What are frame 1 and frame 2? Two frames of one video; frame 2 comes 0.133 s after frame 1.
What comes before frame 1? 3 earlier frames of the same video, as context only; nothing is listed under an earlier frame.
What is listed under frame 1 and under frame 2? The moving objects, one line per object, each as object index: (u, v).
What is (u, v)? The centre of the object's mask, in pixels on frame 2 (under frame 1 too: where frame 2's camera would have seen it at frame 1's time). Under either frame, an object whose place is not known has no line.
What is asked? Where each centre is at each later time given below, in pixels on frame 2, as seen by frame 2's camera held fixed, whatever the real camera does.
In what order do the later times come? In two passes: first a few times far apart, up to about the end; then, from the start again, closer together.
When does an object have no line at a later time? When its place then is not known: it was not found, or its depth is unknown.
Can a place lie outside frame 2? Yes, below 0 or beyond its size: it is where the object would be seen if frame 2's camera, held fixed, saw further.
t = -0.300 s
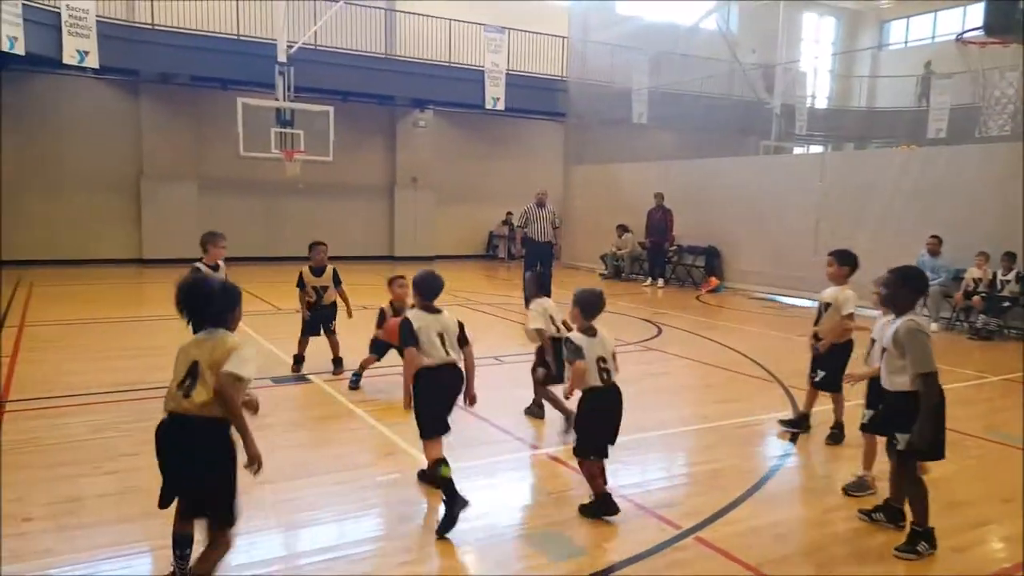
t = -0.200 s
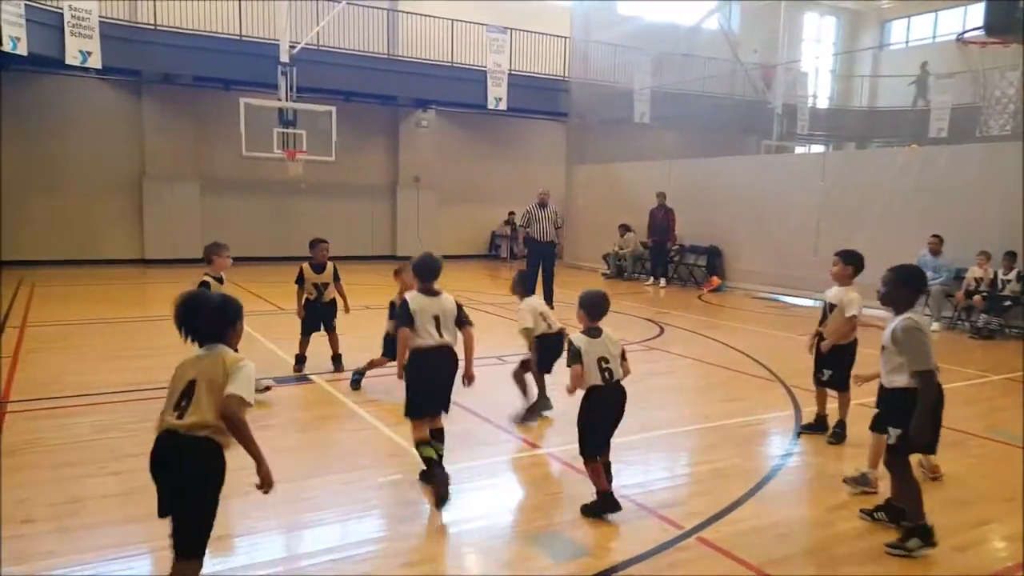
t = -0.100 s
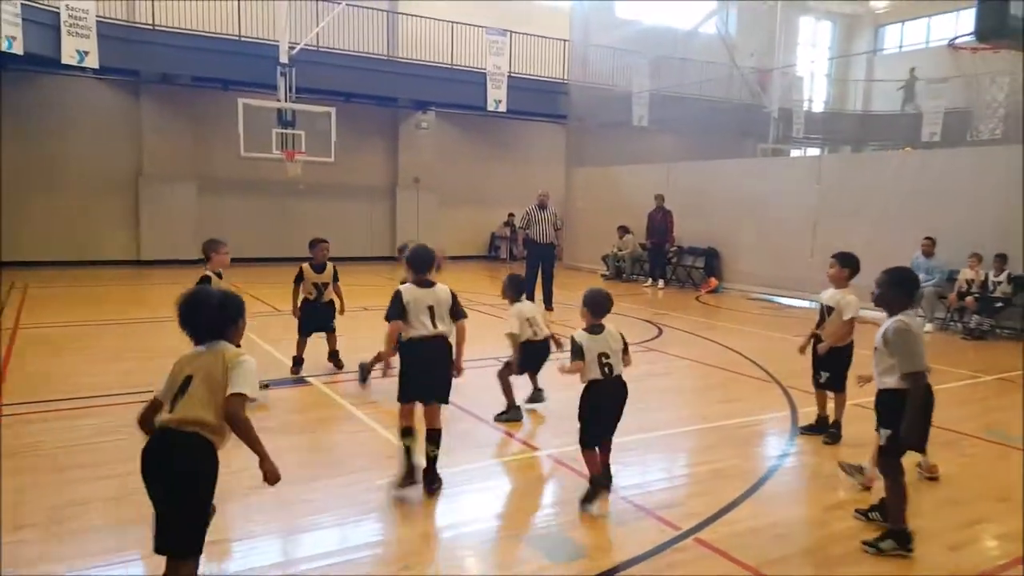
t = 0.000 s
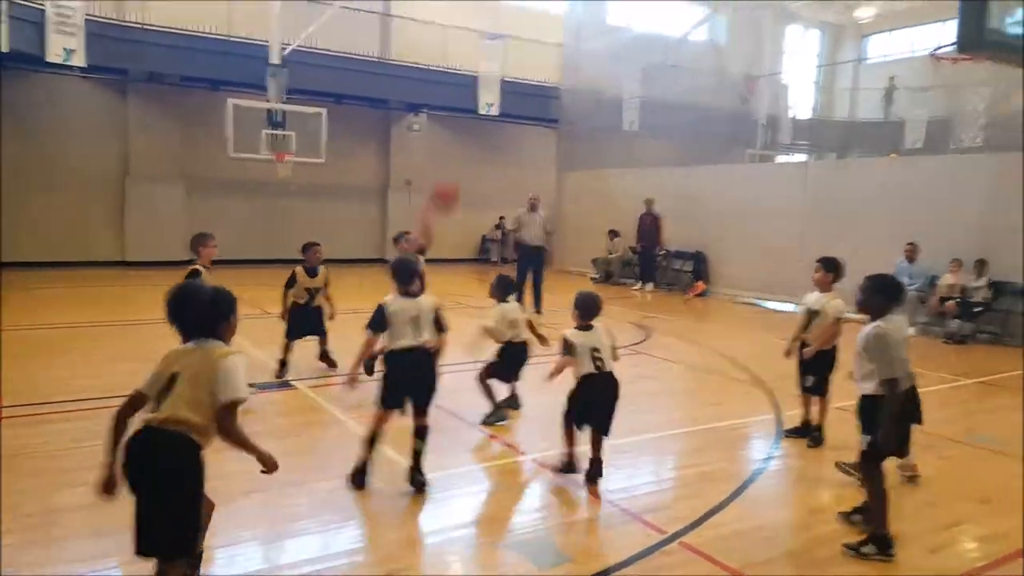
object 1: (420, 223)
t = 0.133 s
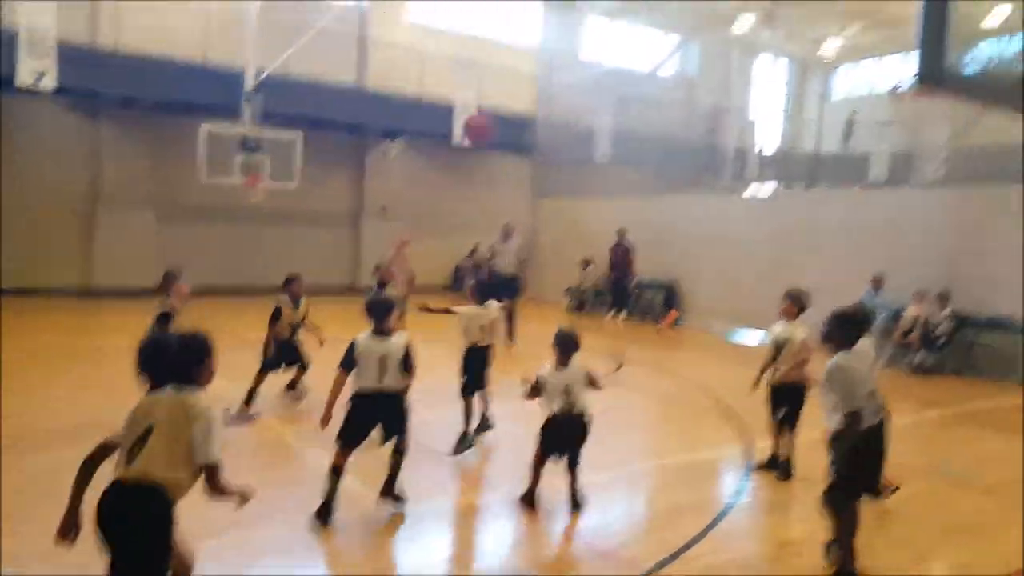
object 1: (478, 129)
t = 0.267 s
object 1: (544, 51)
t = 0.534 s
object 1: (690, -48)
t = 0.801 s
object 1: (874, -33)
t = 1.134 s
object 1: (897, 40)
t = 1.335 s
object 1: (827, 78)
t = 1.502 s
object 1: (771, 153)
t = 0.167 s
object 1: (493, 106)
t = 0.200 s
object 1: (510, 87)
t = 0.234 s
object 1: (526, 68)
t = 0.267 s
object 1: (544, 51)
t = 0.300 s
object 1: (560, 33)
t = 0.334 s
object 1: (577, 18)
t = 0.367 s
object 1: (596, 3)
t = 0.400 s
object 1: (613, -10)
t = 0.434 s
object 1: (631, -20)
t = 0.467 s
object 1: (650, -30)
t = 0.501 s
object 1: (670, -40)
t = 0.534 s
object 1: (690, -48)
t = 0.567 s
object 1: (711, -53)
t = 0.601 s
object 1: (732, -57)
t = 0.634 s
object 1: (755, -60)
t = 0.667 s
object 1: (777, -60)
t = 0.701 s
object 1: (801, -57)
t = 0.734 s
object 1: (824, -52)
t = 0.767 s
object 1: (849, -44)
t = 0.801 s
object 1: (874, -33)
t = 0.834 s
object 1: (896, -23)
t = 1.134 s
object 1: (897, 40)
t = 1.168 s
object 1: (891, 40)
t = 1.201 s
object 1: (882, 43)
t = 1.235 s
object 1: (869, 49)
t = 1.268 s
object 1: (854, 56)
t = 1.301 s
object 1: (840, 66)
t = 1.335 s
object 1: (827, 78)
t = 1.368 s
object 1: (814, 91)
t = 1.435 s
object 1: (793, 118)
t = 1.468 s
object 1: (783, 133)
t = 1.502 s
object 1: (771, 153)
